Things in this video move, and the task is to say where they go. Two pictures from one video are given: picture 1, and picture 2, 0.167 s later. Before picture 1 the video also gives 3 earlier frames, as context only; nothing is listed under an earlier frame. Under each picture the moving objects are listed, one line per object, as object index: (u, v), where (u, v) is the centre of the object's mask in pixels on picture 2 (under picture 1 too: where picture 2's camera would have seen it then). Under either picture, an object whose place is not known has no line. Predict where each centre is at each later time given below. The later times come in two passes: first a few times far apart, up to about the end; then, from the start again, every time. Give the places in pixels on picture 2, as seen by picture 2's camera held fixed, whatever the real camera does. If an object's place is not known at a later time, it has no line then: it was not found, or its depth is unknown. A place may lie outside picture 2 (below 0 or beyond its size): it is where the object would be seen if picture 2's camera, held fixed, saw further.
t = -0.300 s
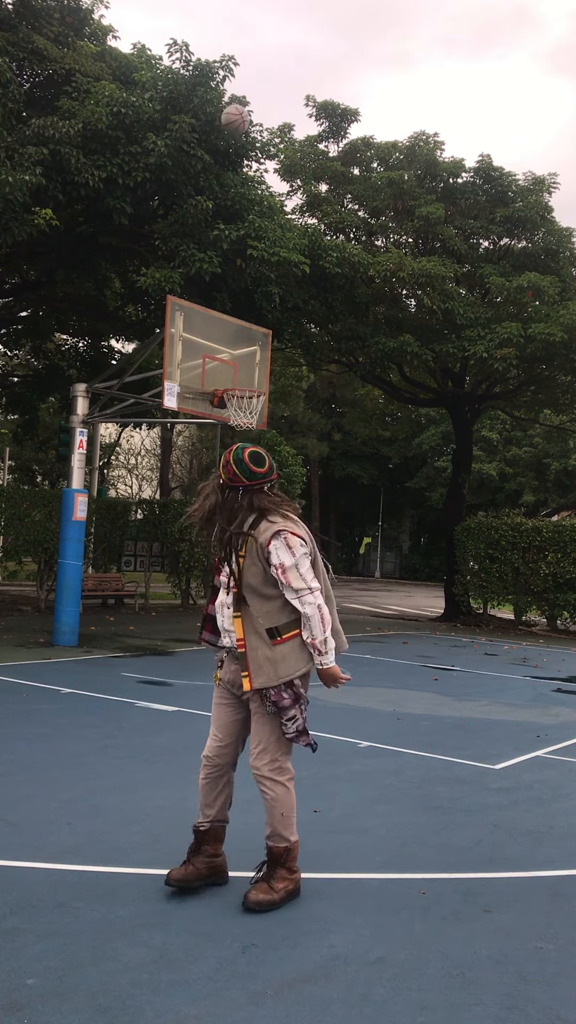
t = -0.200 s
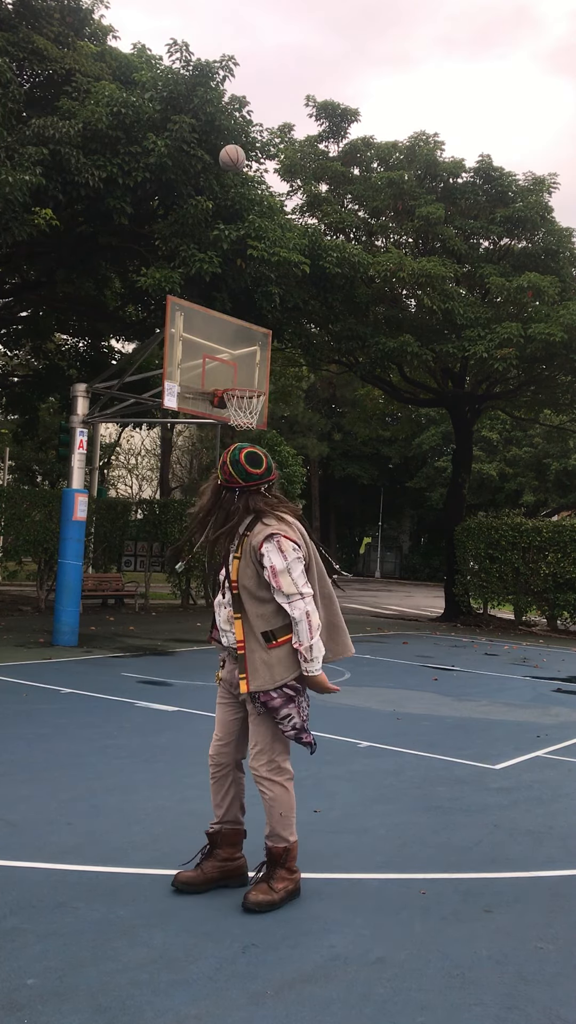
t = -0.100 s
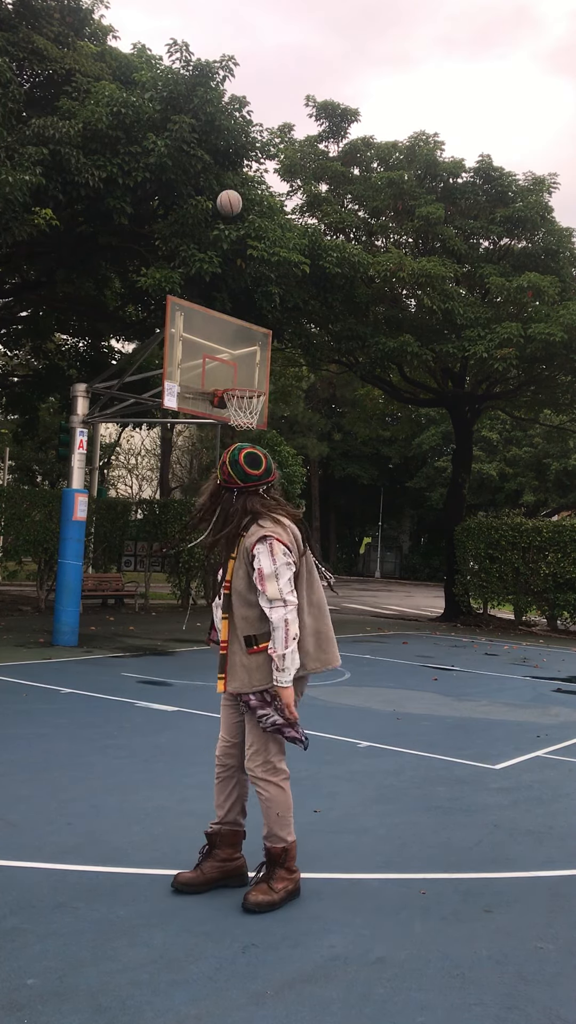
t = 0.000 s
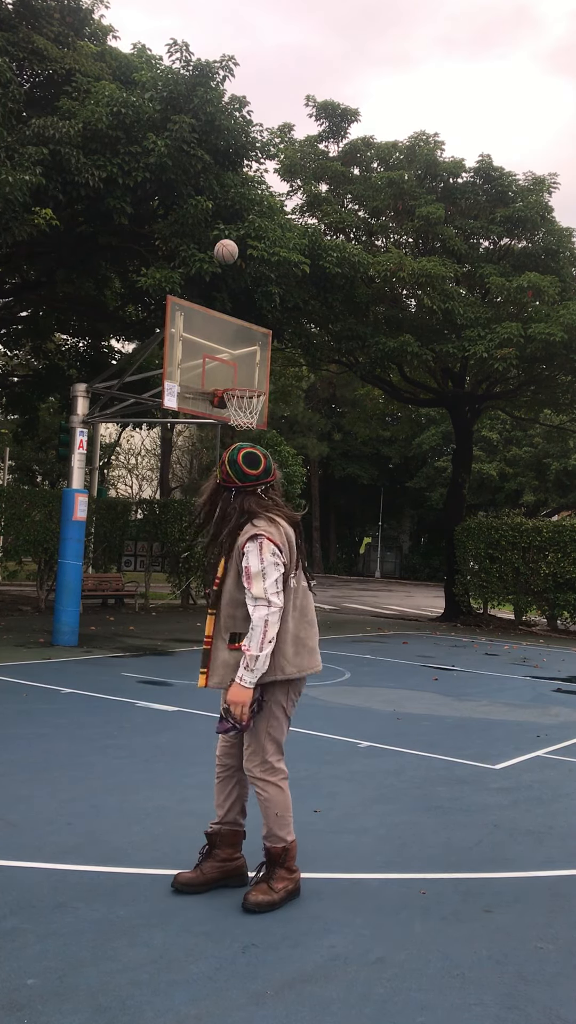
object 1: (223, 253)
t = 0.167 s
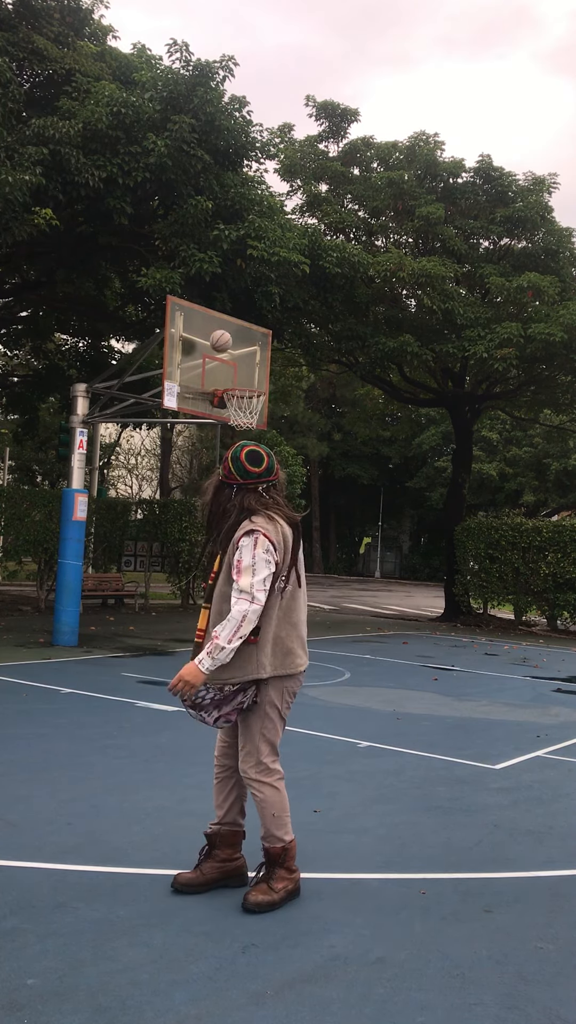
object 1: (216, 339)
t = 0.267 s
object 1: (234, 381)
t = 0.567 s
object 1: (292, 333)
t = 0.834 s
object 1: (331, 330)
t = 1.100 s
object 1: (369, 394)
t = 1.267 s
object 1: (386, 470)
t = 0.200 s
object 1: (216, 358)
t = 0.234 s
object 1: (221, 374)
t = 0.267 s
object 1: (234, 381)
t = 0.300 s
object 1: (244, 382)
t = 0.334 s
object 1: (257, 383)
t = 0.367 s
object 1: (262, 374)
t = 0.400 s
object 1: (266, 364)
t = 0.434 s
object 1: (271, 352)
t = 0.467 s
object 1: (281, 348)
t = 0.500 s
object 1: (284, 343)
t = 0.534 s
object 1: (288, 338)
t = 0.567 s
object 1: (292, 333)
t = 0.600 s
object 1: (297, 328)
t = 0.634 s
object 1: (302, 325)
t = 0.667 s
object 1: (310, 324)
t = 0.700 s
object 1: (315, 323)
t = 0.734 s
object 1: (318, 325)
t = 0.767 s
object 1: (321, 326)
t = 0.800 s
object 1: (326, 328)
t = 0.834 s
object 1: (331, 330)
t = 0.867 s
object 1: (338, 335)
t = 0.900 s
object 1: (343, 340)
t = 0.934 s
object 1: (346, 348)
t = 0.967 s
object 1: (349, 355)
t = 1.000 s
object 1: (353, 363)
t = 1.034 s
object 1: (358, 372)
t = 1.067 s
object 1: (363, 381)
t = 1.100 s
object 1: (369, 394)
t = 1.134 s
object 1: (373, 407)
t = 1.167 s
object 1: (375, 423)
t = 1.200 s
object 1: (379, 437)
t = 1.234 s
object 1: (382, 454)
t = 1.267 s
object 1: (386, 470)
